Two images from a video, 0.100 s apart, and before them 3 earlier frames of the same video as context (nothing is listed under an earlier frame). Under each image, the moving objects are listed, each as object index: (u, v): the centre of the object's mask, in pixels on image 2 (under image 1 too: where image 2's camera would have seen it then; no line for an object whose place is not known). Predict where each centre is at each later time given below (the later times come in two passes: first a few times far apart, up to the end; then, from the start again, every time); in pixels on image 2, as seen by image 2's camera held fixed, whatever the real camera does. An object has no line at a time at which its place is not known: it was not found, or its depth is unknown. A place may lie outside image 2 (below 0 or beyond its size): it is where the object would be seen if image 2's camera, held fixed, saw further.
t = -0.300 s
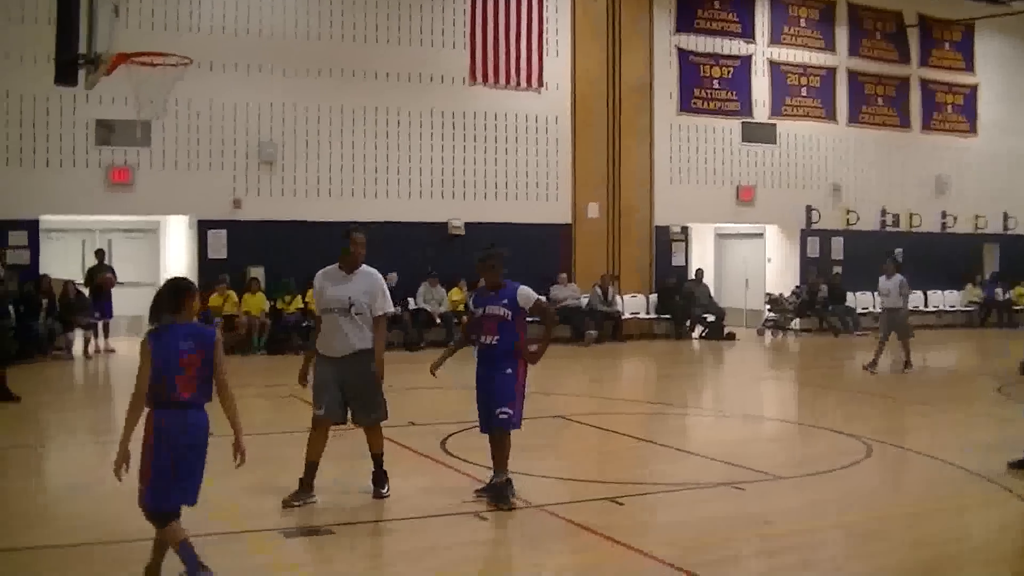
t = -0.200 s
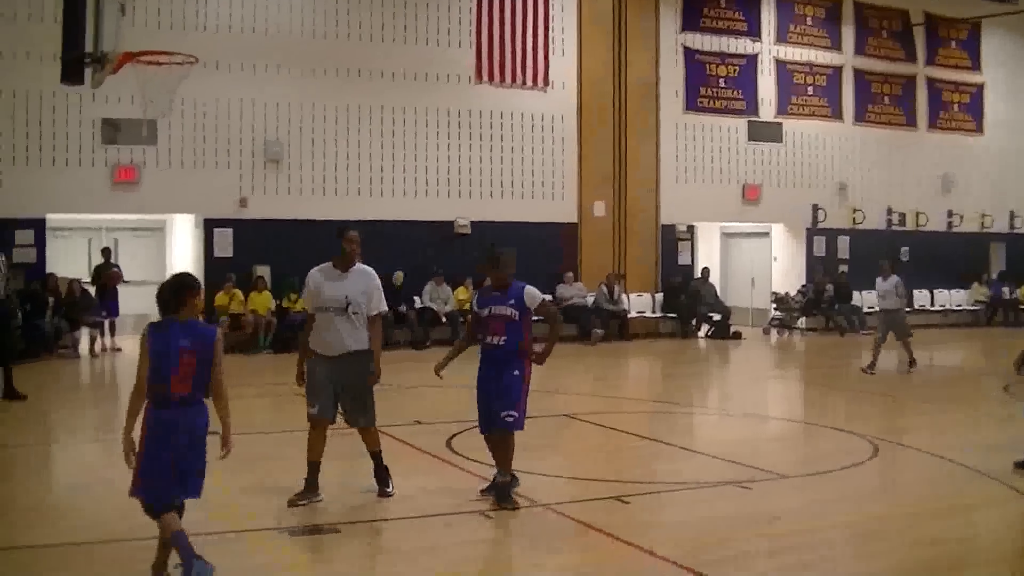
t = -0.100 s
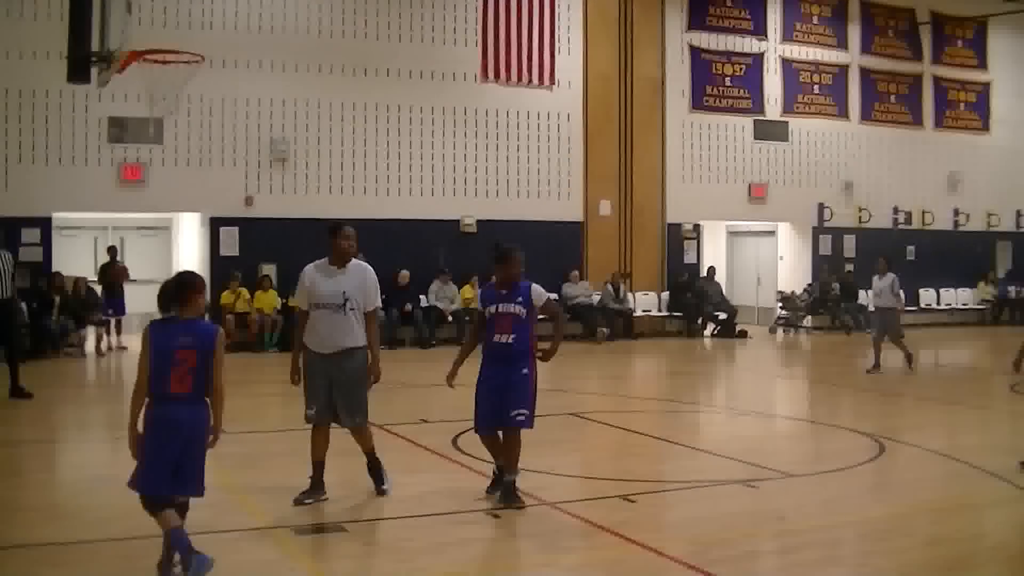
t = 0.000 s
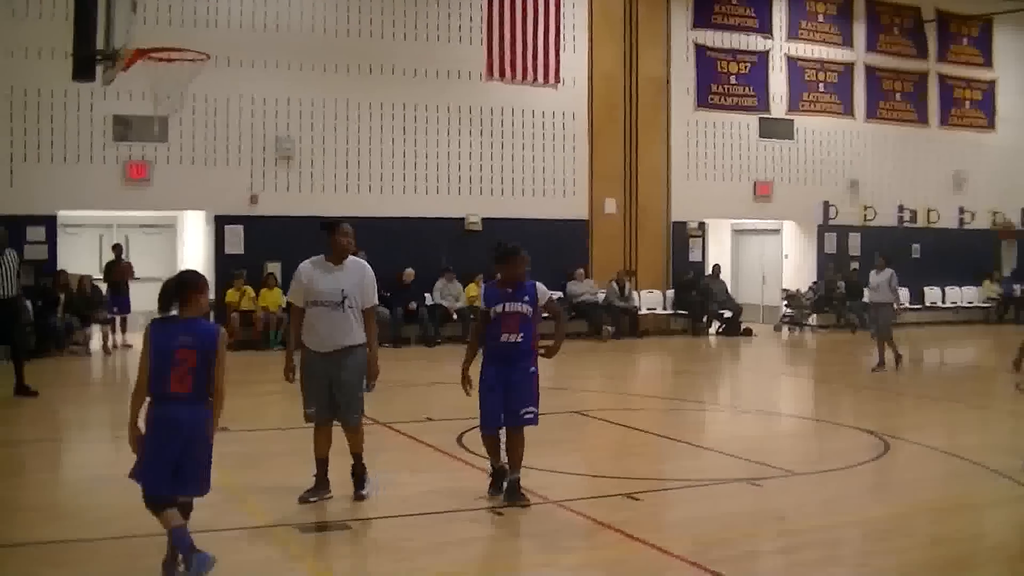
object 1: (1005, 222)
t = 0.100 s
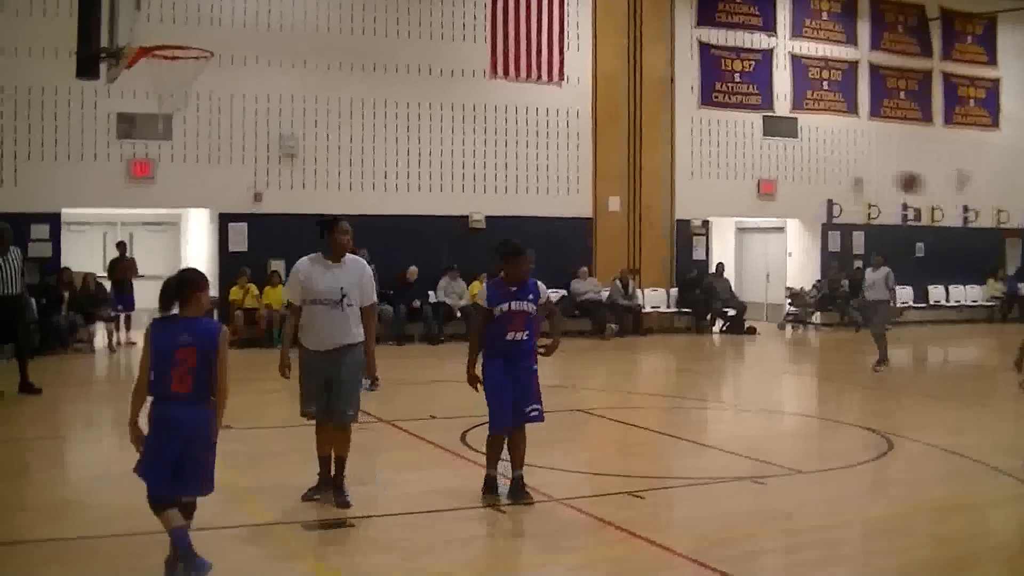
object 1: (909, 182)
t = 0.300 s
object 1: (712, 122)
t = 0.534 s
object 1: (490, 106)
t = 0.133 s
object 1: (875, 169)
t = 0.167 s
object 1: (842, 157)
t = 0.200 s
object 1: (810, 147)
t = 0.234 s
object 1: (776, 139)
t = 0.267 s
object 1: (744, 129)
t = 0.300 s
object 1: (712, 122)
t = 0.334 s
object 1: (679, 116)
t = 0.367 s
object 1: (647, 113)
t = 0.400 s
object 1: (614, 109)
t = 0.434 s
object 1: (582, 106)
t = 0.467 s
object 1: (551, 105)
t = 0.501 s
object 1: (521, 105)
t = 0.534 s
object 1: (490, 106)
